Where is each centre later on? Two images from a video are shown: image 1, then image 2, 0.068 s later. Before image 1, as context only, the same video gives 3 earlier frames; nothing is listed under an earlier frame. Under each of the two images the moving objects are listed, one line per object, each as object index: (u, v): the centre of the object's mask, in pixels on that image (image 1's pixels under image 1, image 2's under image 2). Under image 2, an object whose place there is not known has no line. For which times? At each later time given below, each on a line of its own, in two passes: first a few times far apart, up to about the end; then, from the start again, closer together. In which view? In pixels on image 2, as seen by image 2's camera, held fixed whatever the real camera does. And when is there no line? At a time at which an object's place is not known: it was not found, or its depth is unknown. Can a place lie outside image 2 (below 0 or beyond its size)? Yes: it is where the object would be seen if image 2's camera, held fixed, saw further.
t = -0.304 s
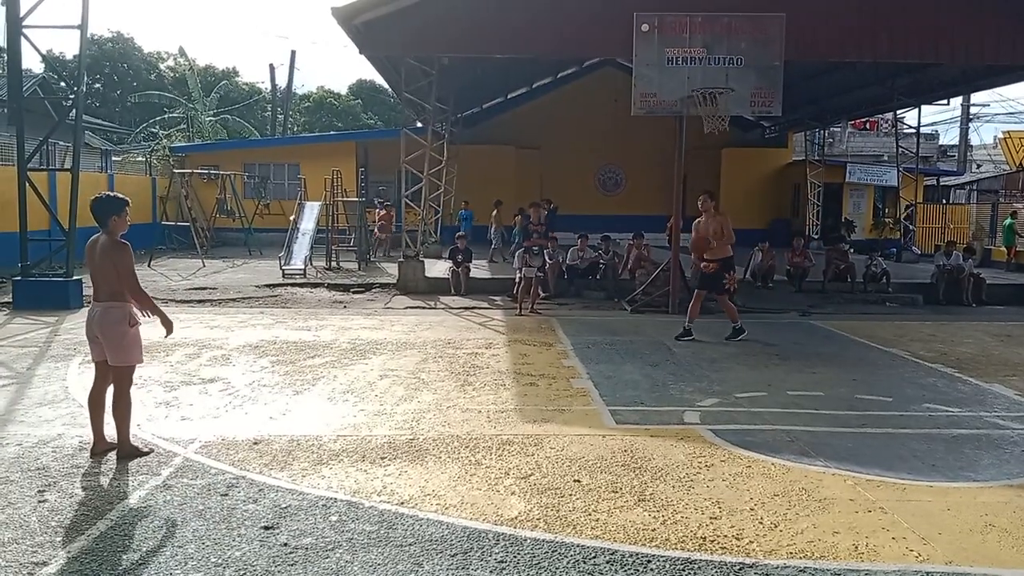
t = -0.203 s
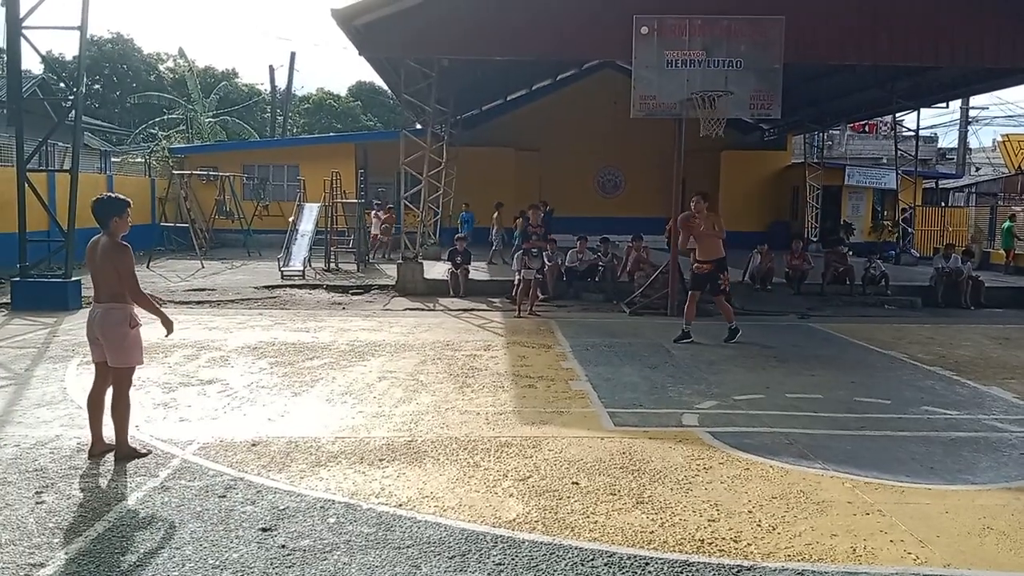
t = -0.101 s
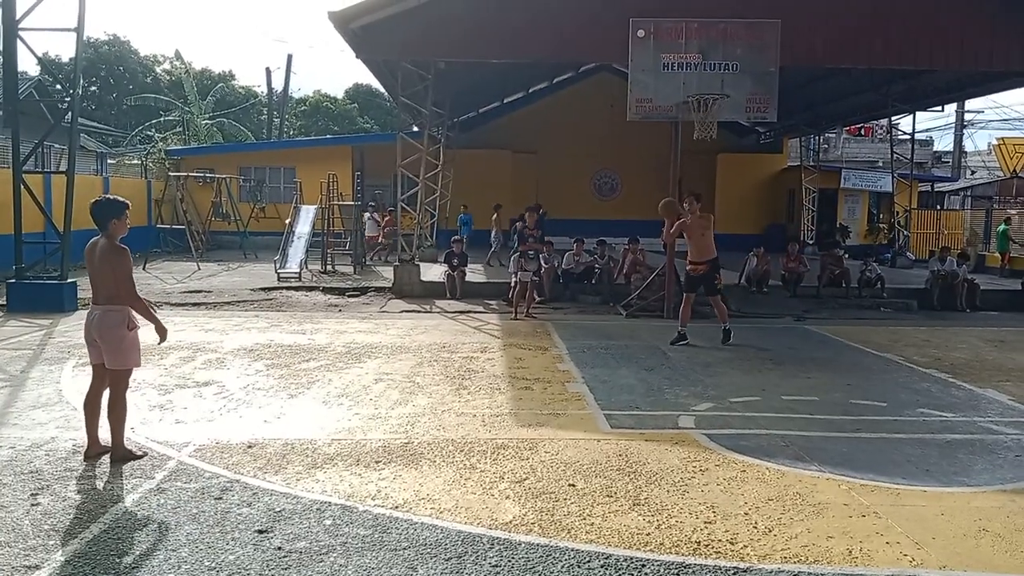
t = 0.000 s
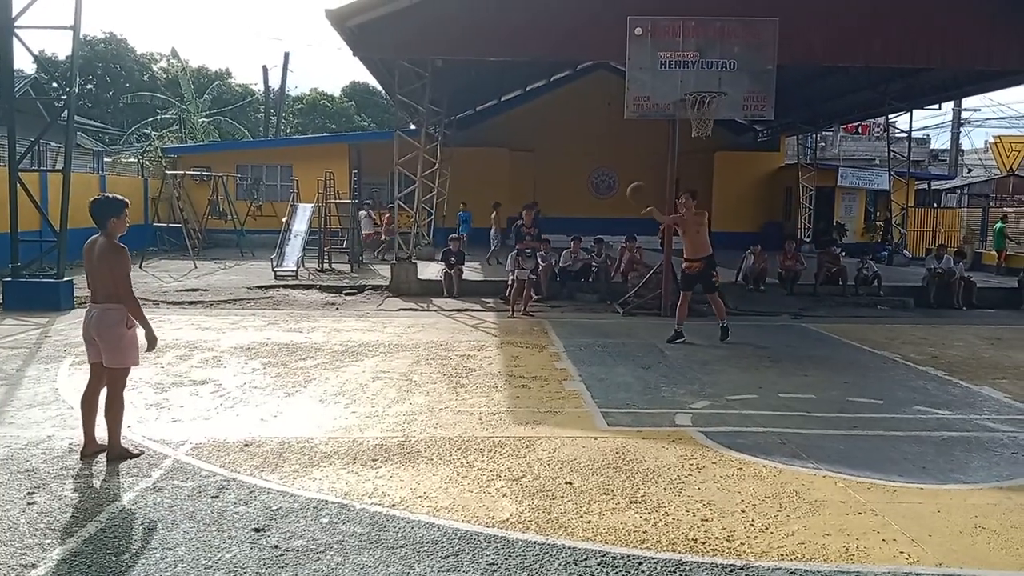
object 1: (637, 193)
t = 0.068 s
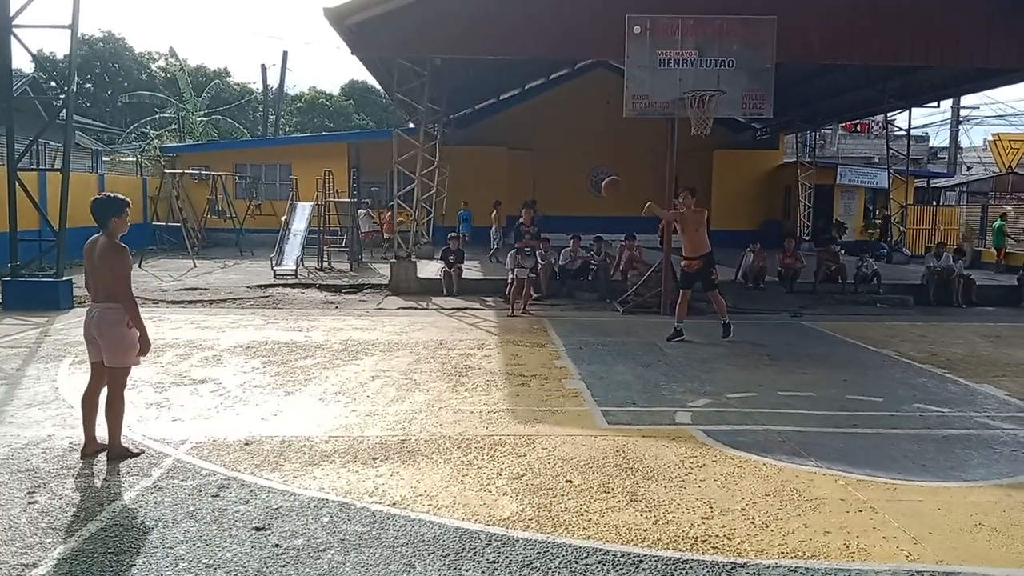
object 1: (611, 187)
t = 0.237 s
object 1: (543, 199)
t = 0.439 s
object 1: (448, 255)
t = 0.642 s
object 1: (328, 380)
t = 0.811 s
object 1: (268, 325)
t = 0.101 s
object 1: (600, 187)
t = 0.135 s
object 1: (587, 188)
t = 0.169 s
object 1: (573, 189)
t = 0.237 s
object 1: (543, 199)
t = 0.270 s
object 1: (530, 204)
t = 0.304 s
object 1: (516, 211)
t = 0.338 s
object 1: (499, 219)
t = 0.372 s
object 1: (483, 230)
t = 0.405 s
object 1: (466, 242)
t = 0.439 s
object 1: (448, 255)
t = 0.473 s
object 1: (430, 271)
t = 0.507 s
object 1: (411, 288)
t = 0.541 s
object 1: (392, 308)
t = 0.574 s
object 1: (372, 329)
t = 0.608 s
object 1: (350, 353)
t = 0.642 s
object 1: (328, 380)
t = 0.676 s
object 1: (311, 387)
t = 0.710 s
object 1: (301, 370)
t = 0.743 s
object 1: (290, 354)
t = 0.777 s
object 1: (279, 339)
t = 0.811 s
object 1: (268, 325)
